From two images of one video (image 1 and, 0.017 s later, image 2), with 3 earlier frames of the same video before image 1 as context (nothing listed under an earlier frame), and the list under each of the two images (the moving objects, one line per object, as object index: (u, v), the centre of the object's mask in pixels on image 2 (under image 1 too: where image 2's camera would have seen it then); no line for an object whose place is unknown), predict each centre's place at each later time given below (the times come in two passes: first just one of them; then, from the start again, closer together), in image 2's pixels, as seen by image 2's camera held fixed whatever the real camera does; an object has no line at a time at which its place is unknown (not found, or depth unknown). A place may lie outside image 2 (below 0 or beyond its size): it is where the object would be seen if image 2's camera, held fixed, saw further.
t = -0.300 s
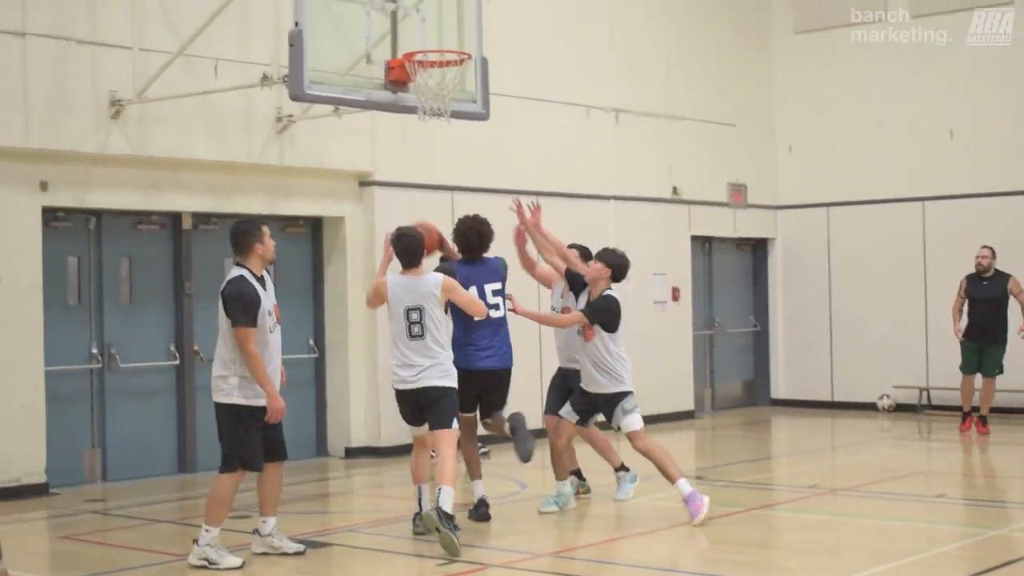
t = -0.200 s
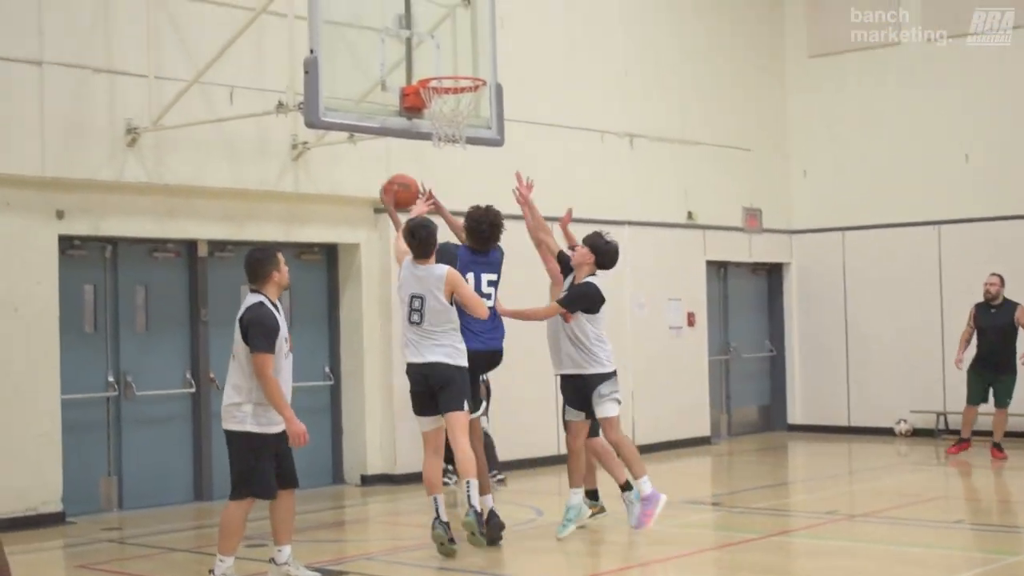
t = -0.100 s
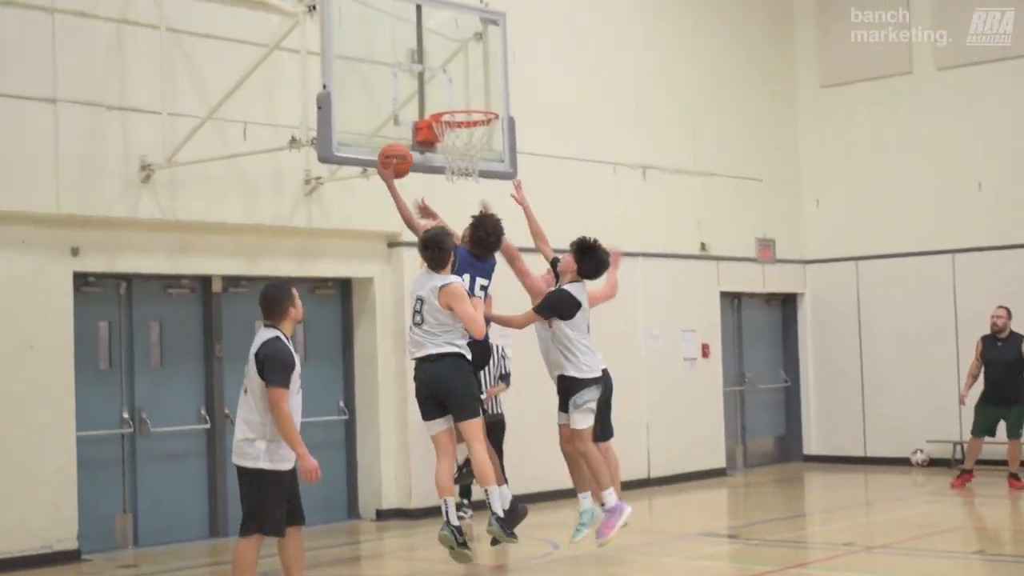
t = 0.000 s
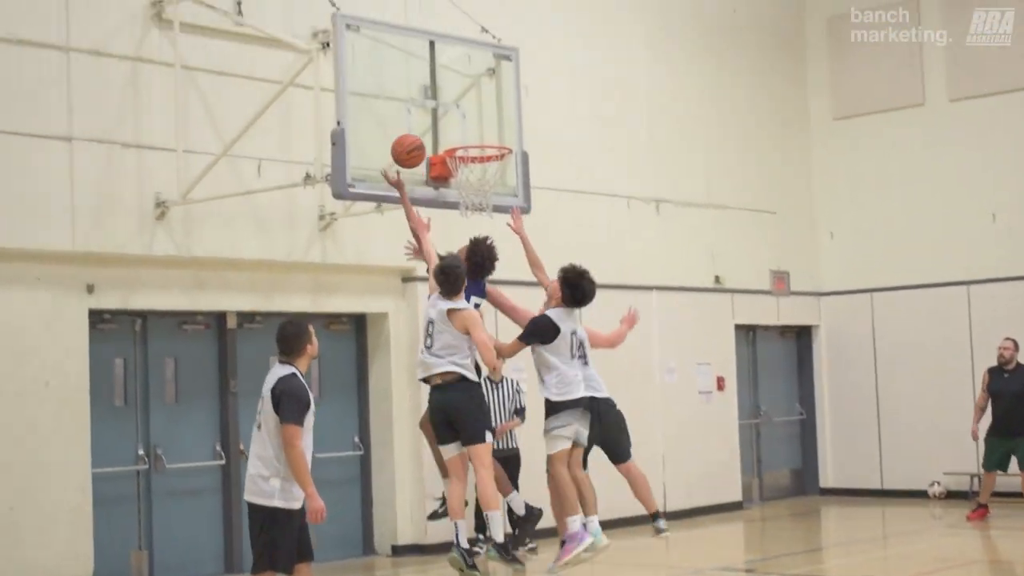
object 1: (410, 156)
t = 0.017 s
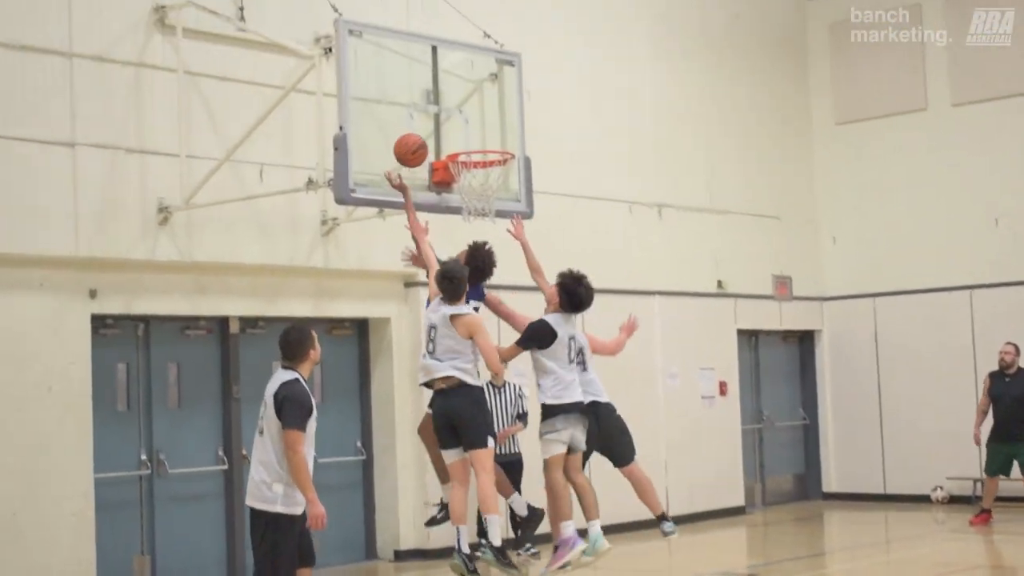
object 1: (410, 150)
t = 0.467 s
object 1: (492, 157)
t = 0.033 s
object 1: (411, 144)
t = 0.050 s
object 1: (411, 139)
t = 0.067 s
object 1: (411, 135)
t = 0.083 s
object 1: (411, 131)
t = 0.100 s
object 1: (412, 127)
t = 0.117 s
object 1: (416, 125)
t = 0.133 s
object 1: (420, 122)
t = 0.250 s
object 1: (448, 118)
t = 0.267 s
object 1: (452, 119)
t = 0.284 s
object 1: (456, 120)
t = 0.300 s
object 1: (460, 121)
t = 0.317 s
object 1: (464, 123)
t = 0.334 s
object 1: (467, 125)
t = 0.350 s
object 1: (472, 128)
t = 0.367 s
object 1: (476, 131)
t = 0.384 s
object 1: (480, 135)
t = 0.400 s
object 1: (484, 137)
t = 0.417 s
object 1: (488, 143)
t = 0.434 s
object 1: (492, 150)
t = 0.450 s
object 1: (494, 153)
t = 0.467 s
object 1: (492, 157)
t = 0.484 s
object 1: (490, 161)
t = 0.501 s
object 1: (487, 167)
